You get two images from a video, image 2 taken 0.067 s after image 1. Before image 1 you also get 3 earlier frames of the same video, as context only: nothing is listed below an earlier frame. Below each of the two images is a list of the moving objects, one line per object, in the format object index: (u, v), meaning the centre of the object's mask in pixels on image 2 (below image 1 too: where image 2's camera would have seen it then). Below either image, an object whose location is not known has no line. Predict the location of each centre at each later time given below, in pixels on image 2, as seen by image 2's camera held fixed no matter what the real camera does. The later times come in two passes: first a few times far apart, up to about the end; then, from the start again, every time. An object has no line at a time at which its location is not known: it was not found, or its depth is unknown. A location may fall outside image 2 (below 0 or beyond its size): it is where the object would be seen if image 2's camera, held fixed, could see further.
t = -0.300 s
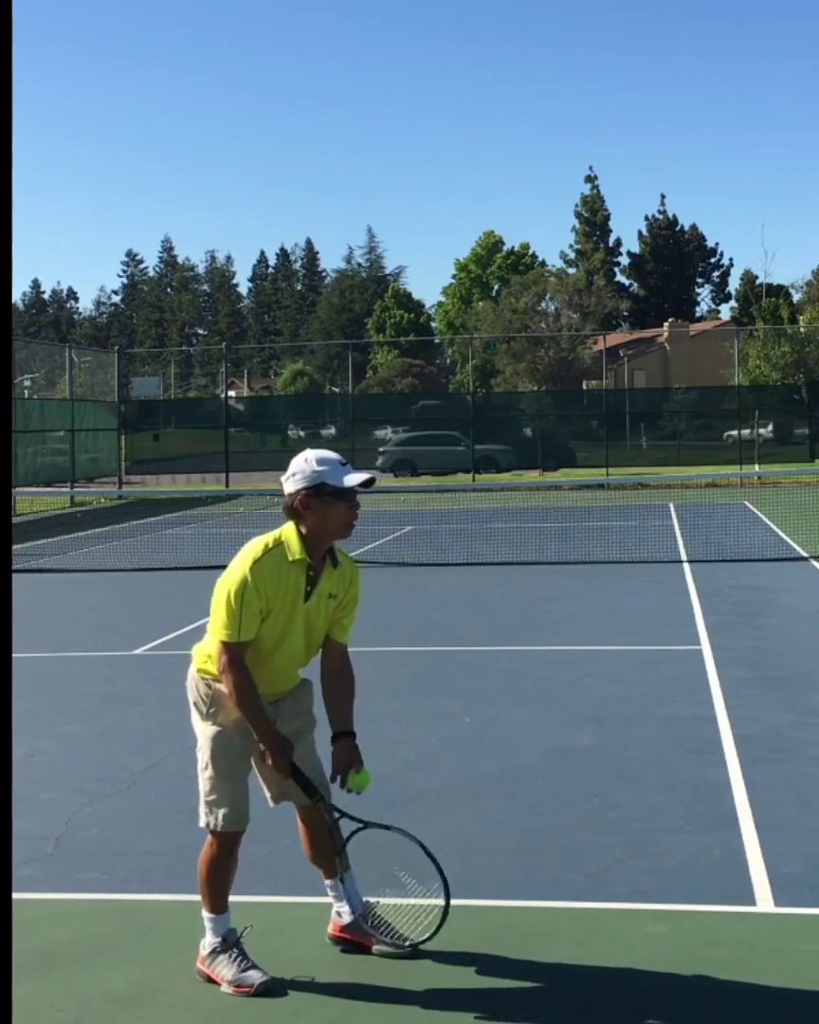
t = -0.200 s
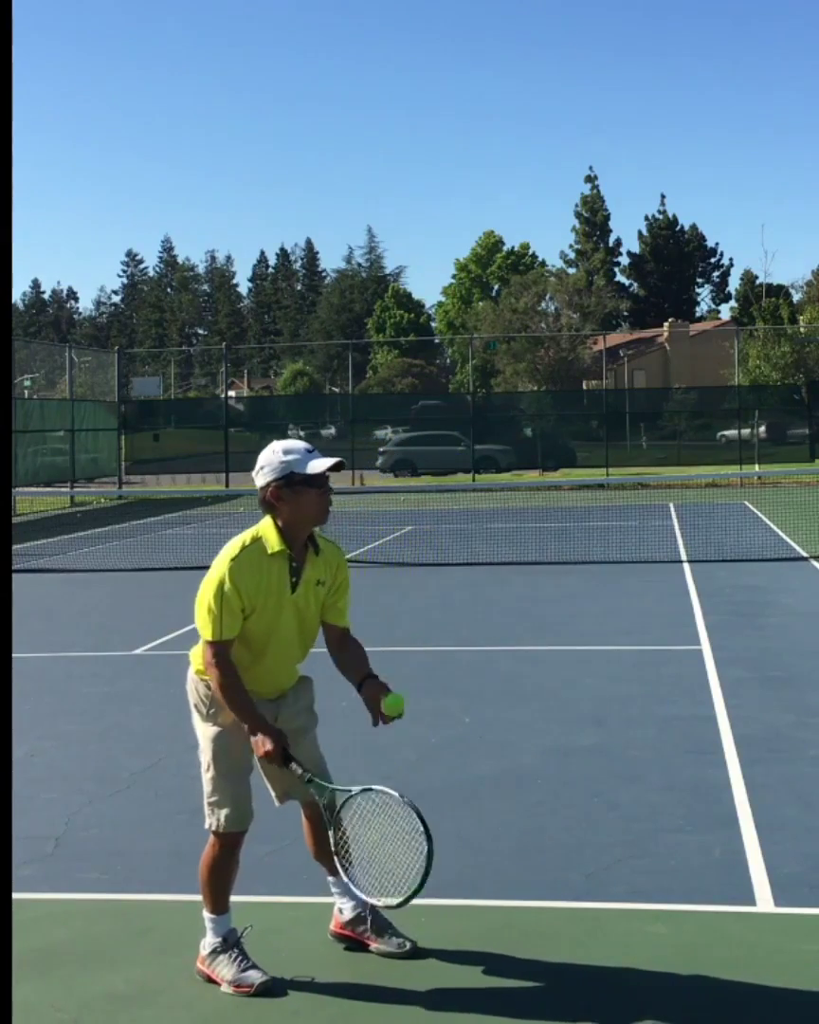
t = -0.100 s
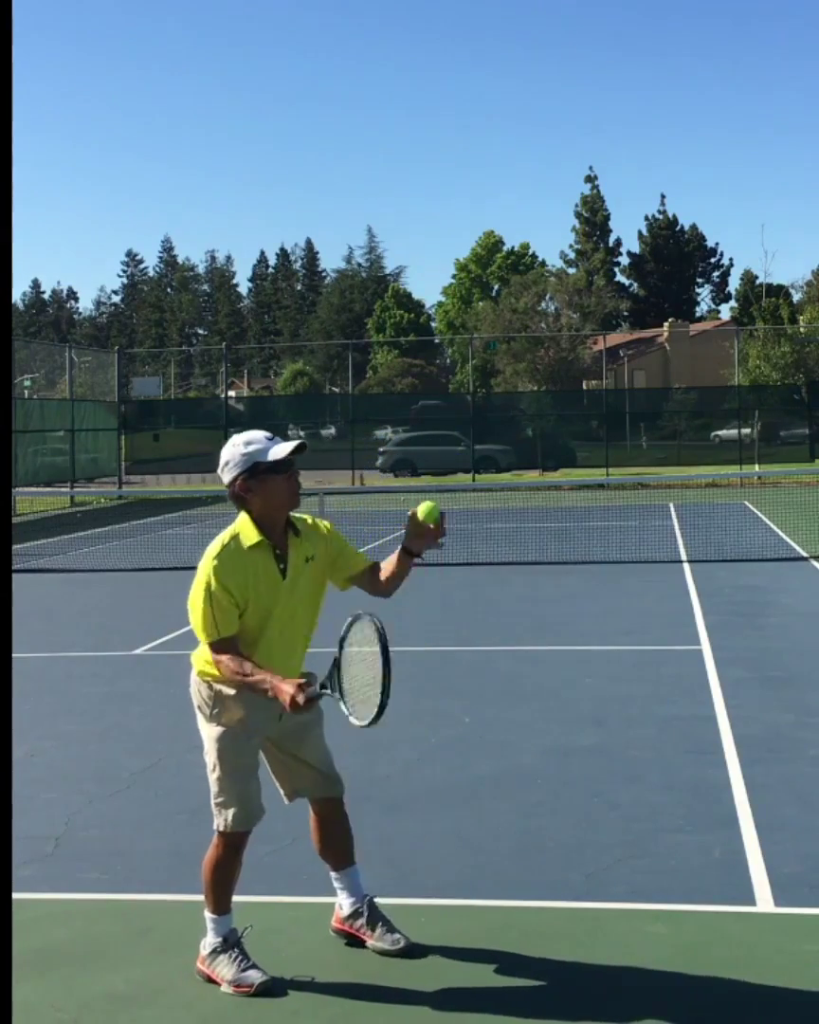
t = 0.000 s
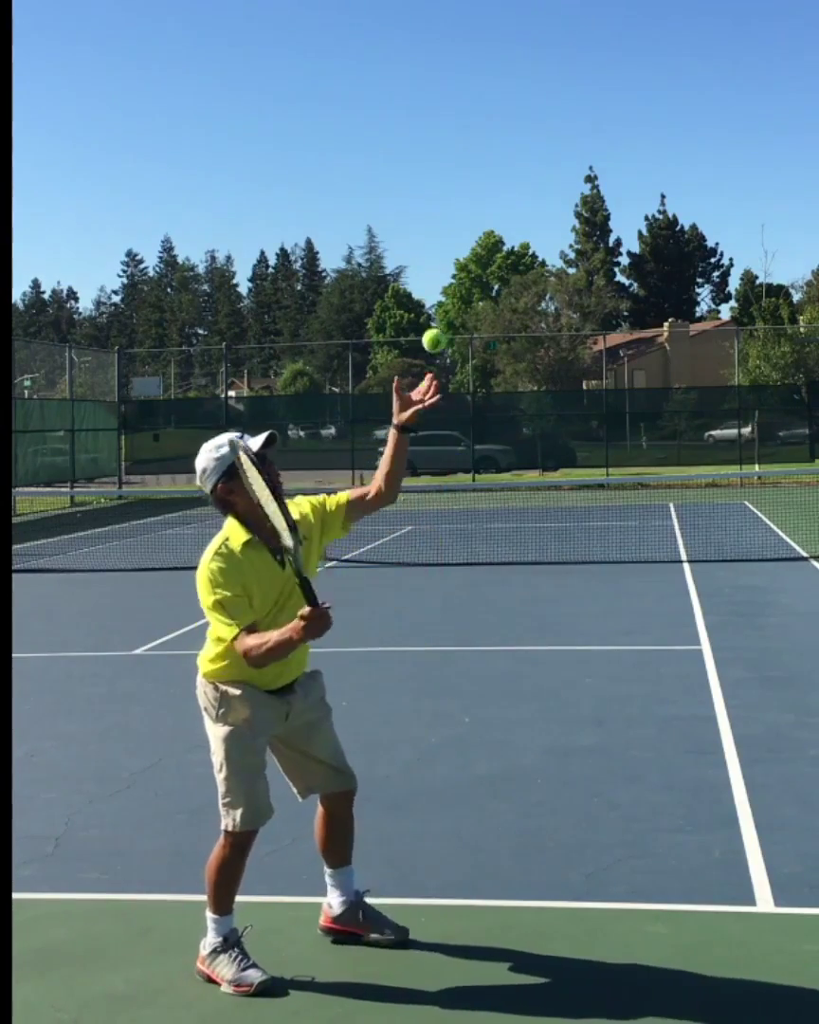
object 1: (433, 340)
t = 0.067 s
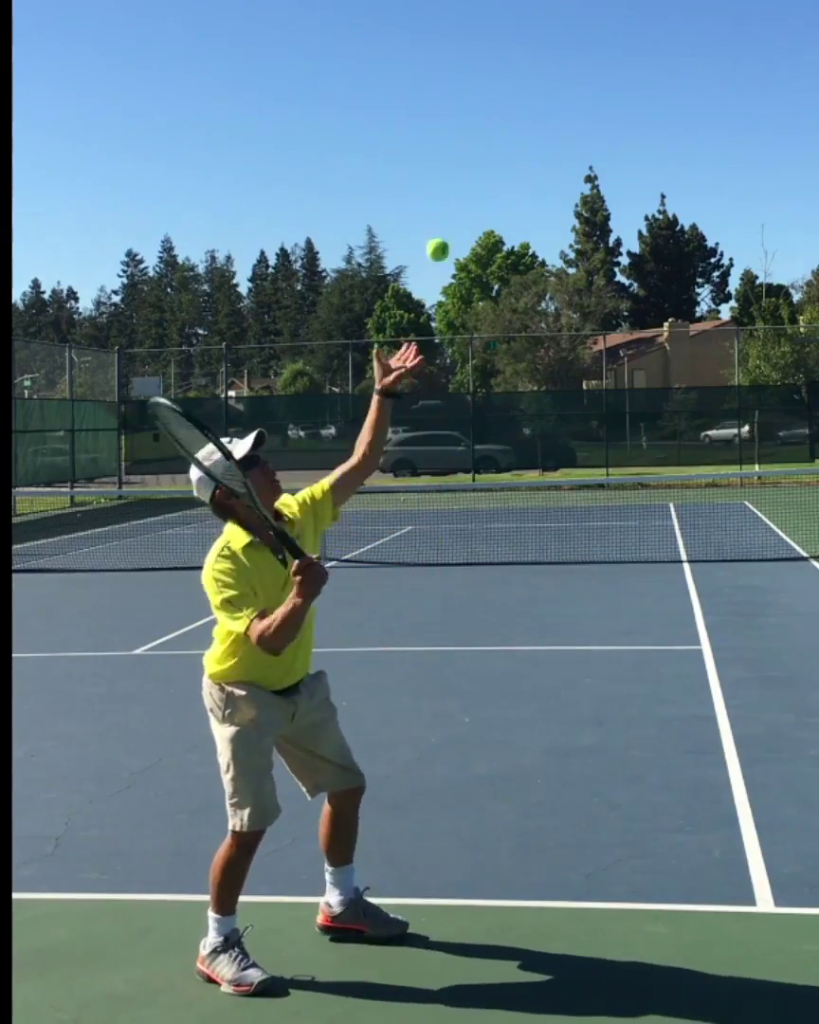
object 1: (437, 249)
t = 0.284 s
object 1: (449, 71)
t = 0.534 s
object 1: (464, 60)
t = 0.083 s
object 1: (438, 230)
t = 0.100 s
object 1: (438, 211)
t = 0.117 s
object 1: (440, 193)
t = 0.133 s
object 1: (441, 176)
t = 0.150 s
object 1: (442, 161)
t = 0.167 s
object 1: (443, 146)
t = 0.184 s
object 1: (444, 132)
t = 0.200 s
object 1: (444, 119)
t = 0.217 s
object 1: (445, 108)
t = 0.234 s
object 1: (447, 97)
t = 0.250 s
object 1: (448, 88)
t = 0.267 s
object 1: (449, 79)
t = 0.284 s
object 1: (449, 71)
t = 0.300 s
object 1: (450, 64)
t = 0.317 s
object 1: (451, 58)
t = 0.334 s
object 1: (452, 53)
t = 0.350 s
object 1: (453, 49)
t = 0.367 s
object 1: (454, 46)
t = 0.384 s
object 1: (455, 43)
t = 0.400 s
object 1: (456, 42)
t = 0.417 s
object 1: (458, 41)
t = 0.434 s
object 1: (458, 41)
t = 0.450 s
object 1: (459, 42)
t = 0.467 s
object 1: (461, 44)
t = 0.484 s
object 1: (461, 46)
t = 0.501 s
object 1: (462, 50)
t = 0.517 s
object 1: (464, 54)
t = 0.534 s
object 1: (464, 60)
